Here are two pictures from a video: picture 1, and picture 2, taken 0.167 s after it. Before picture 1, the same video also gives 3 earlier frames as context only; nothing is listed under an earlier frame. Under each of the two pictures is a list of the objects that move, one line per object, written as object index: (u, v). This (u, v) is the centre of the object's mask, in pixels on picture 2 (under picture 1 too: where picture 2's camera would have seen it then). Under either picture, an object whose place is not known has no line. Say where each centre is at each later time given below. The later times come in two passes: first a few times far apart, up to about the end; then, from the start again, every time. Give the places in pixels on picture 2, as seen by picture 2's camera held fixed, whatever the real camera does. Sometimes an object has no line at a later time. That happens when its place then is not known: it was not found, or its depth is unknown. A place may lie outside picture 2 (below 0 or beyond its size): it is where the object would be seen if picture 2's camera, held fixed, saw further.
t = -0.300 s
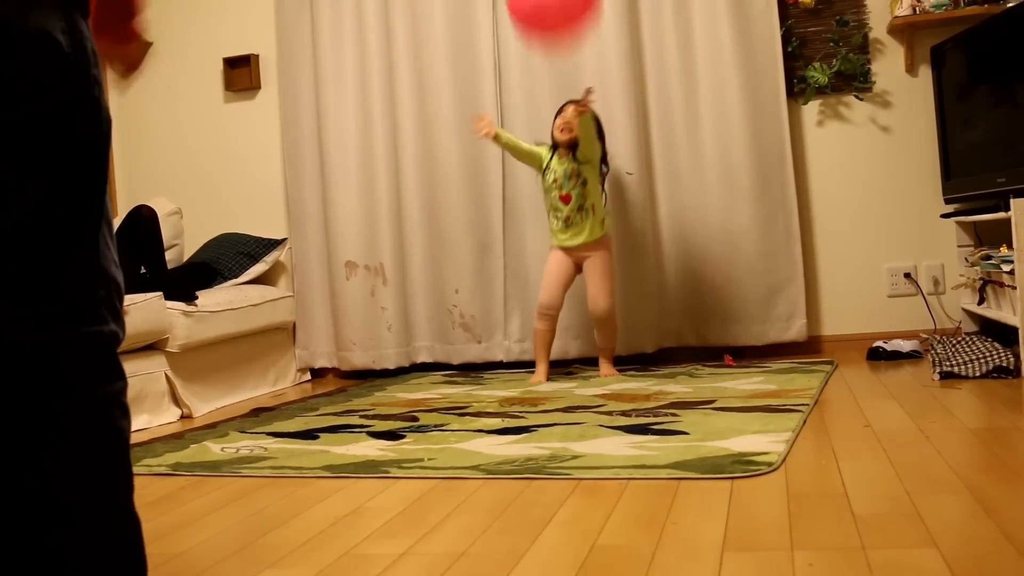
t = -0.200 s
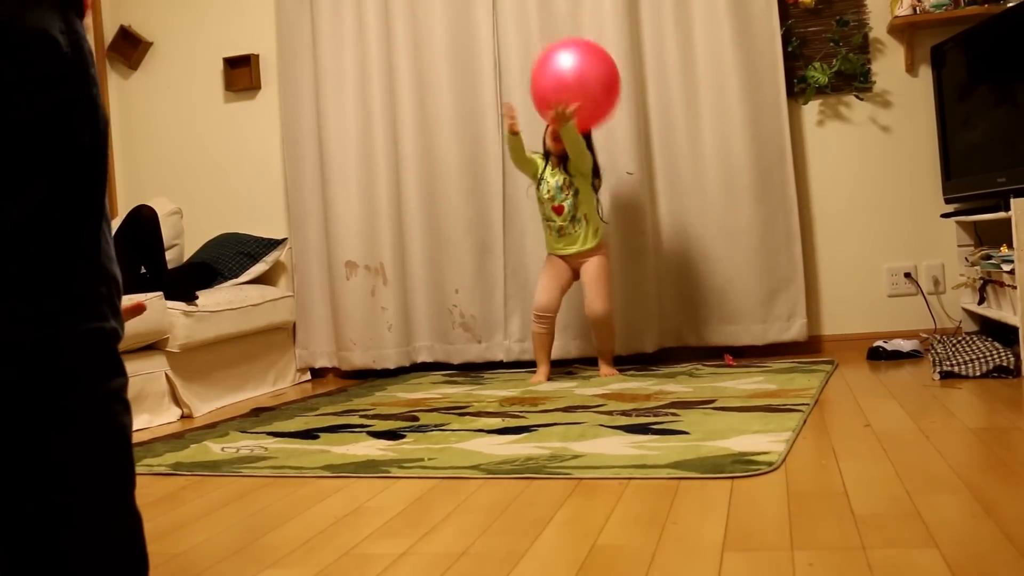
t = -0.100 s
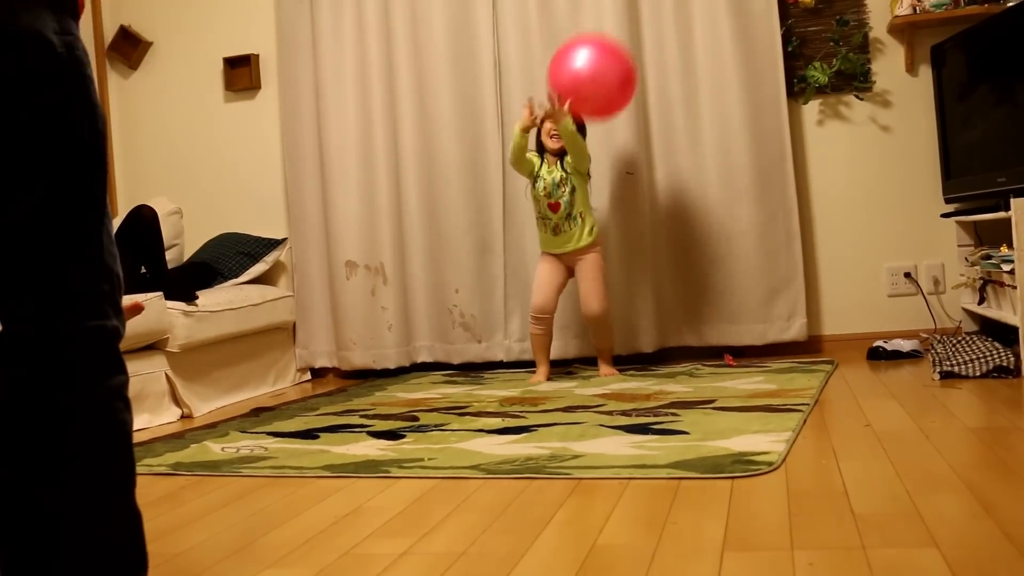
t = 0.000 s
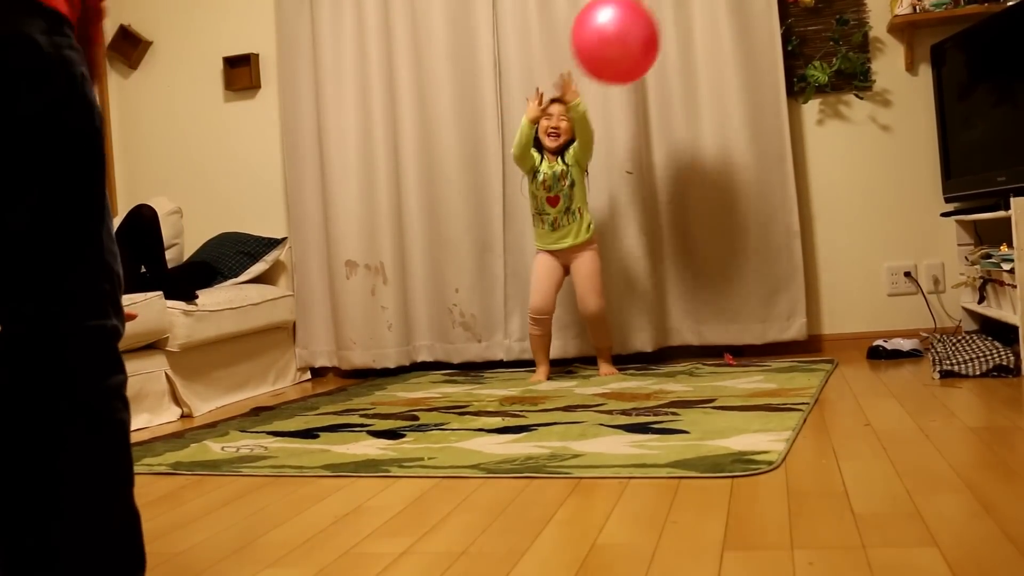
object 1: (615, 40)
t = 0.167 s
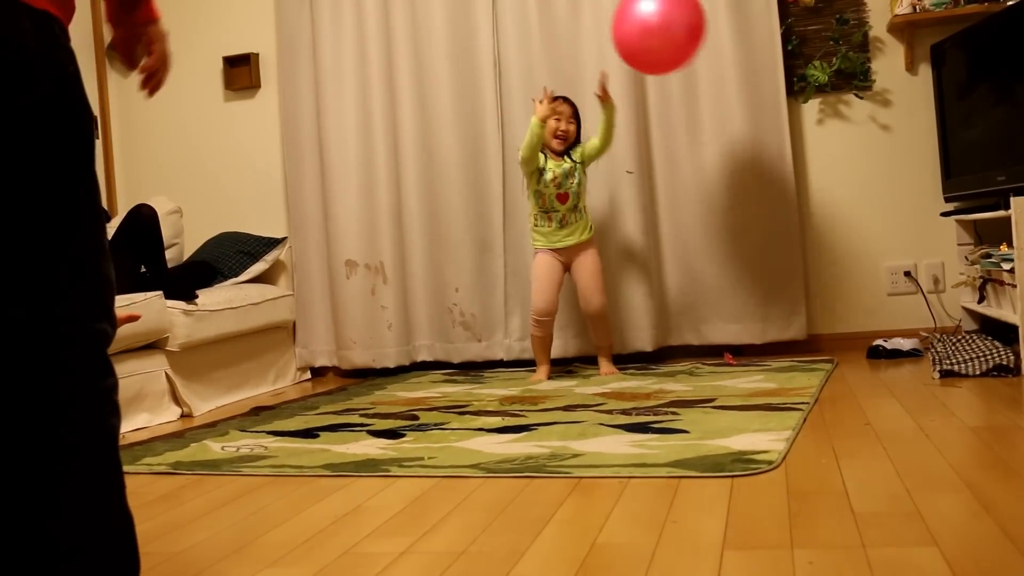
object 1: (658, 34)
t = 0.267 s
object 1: (688, 54)
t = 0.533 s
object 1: (777, 267)
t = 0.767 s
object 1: (828, 206)
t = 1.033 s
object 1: (883, 133)
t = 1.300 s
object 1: (944, 243)
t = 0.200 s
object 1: (667, 37)
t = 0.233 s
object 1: (677, 43)
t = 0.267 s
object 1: (688, 54)
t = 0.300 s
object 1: (698, 69)
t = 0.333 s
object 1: (710, 88)
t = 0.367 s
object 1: (721, 110)
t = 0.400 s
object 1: (733, 136)
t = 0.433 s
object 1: (744, 163)
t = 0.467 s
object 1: (755, 194)
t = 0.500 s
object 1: (766, 229)
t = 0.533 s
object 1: (777, 267)
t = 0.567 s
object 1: (789, 310)
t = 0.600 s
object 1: (799, 342)
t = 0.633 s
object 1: (805, 313)
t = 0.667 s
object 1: (810, 281)
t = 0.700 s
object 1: (816, 254)
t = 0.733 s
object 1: (821, 228)
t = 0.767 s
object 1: (828, 206)
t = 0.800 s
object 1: (834, 187)
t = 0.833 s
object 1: (840, 171)
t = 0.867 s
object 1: (847, 157)
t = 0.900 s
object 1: (854, 146)
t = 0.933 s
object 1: (861, 138)
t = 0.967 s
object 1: (868, 134)
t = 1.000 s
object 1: (875, 132)
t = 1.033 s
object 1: (883, 133)
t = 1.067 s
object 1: (891, 136)
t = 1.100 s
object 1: (898, 143)
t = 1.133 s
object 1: (907, 153)
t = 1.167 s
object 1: (915, 166)
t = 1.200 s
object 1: (924, 181)
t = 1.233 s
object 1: (933, 200)
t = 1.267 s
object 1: (941, 221)
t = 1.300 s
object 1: (944, 243)
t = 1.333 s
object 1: (942, 262)
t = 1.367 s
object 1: (936, 278)
